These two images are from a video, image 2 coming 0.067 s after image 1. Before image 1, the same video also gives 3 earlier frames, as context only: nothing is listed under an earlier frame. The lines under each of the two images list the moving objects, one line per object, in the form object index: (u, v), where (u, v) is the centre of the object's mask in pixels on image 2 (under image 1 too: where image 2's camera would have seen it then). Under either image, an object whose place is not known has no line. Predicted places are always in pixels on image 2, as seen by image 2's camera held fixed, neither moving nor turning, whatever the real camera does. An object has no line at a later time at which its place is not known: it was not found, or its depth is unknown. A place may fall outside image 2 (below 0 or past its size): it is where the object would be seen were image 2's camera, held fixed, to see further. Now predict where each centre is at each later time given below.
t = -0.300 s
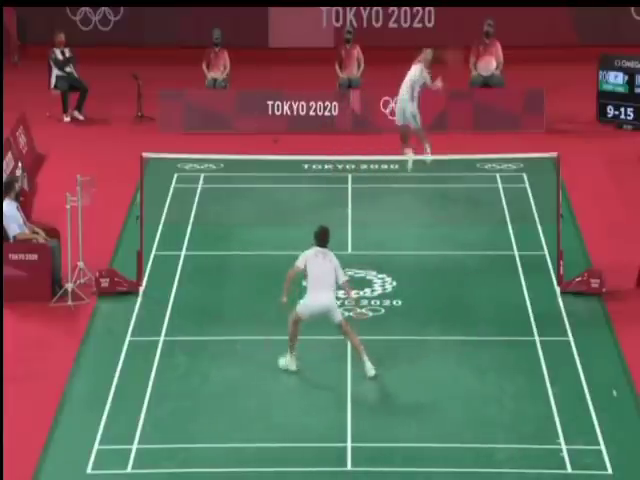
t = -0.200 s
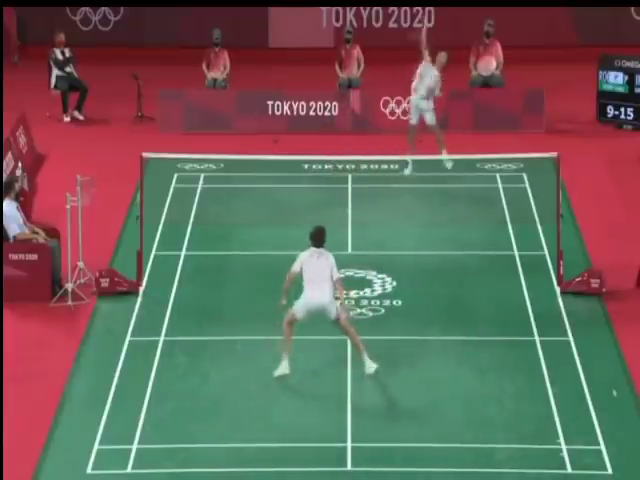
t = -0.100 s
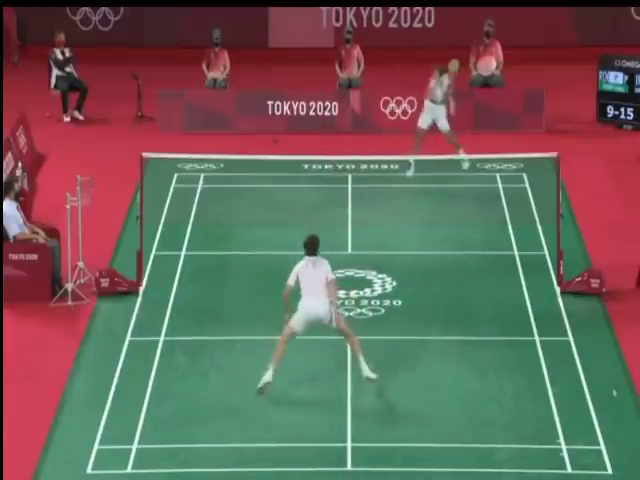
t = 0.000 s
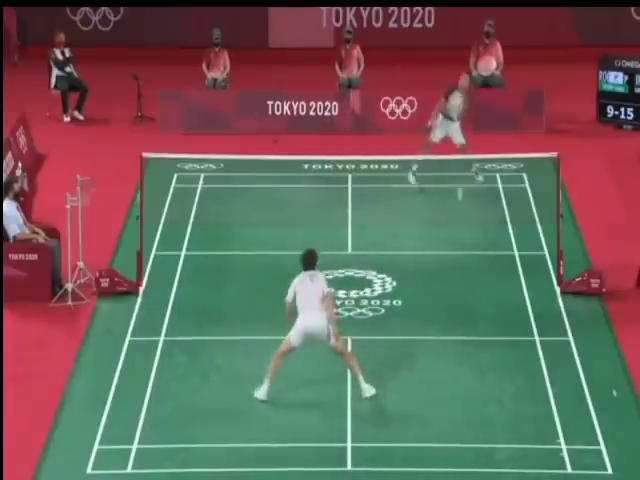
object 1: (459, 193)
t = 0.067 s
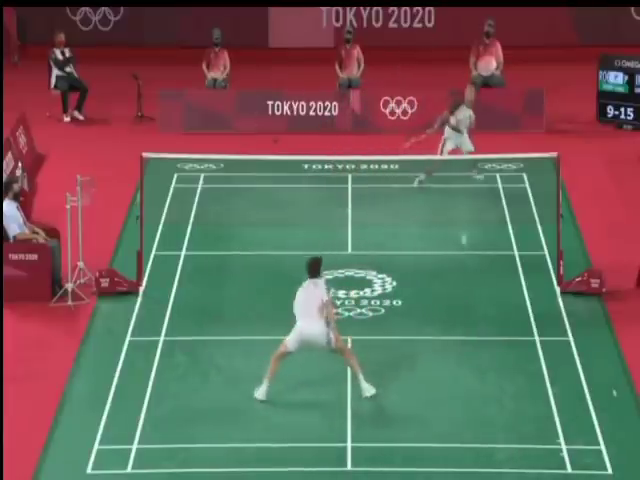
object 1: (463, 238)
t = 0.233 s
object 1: (469, 339)
